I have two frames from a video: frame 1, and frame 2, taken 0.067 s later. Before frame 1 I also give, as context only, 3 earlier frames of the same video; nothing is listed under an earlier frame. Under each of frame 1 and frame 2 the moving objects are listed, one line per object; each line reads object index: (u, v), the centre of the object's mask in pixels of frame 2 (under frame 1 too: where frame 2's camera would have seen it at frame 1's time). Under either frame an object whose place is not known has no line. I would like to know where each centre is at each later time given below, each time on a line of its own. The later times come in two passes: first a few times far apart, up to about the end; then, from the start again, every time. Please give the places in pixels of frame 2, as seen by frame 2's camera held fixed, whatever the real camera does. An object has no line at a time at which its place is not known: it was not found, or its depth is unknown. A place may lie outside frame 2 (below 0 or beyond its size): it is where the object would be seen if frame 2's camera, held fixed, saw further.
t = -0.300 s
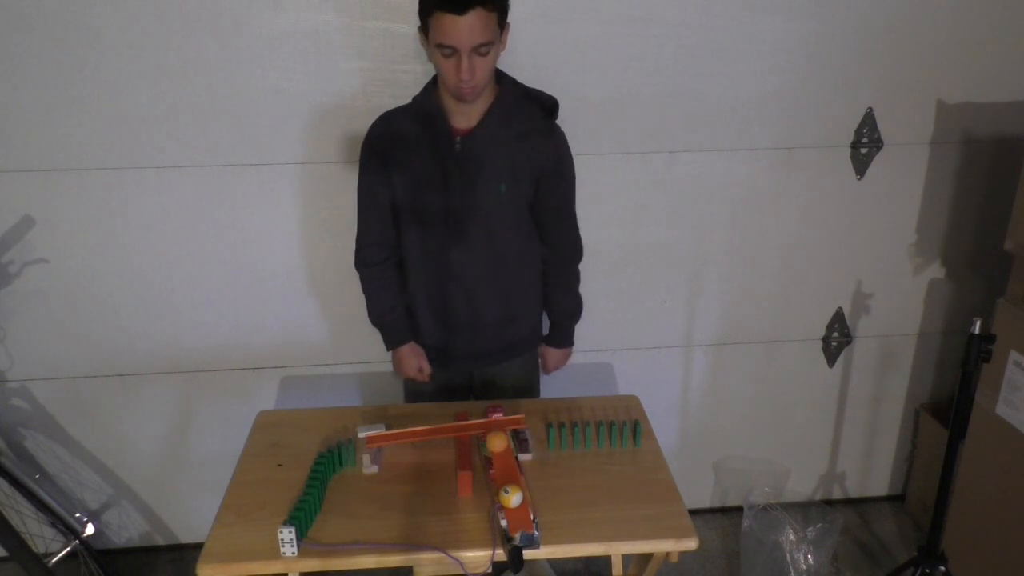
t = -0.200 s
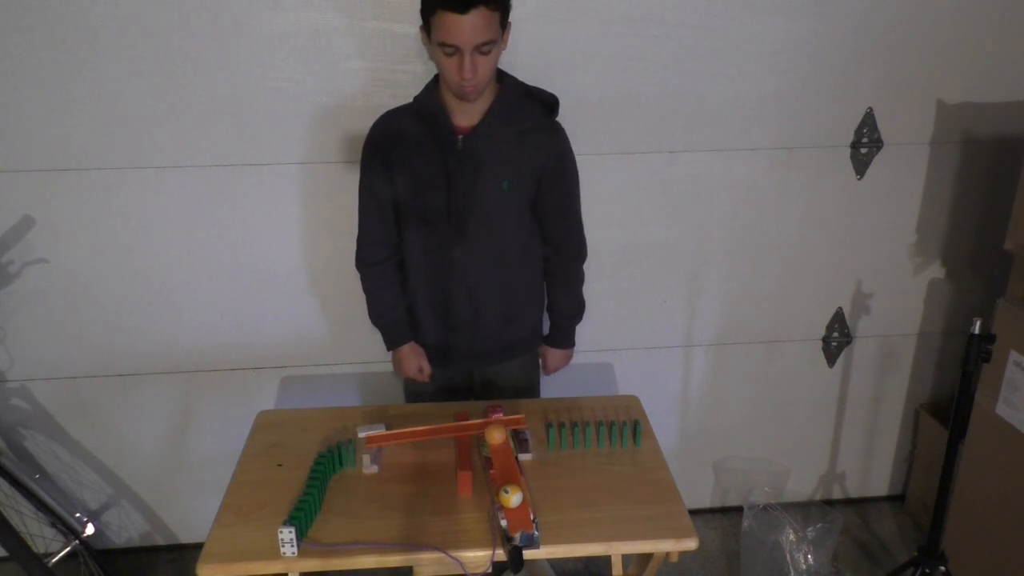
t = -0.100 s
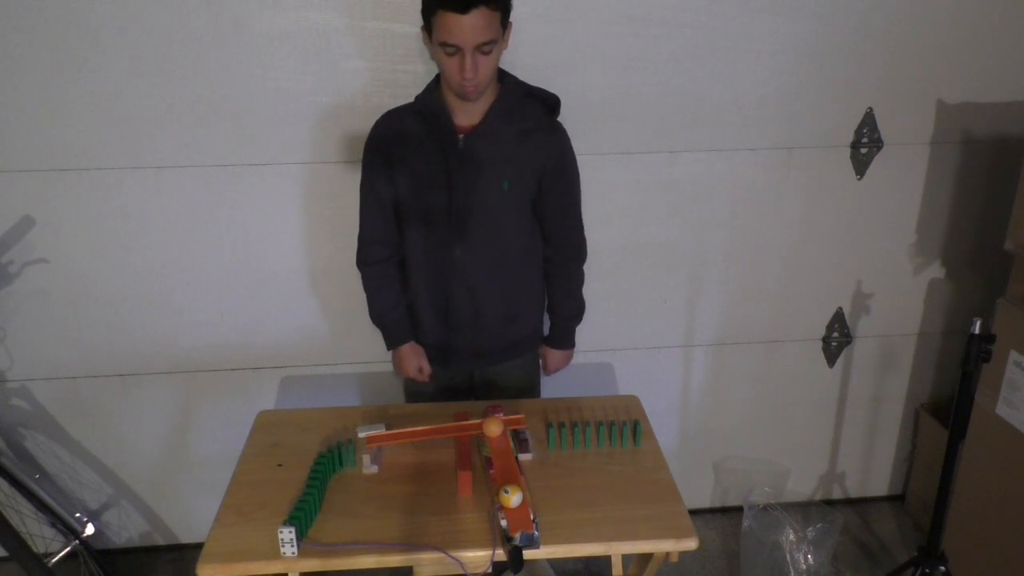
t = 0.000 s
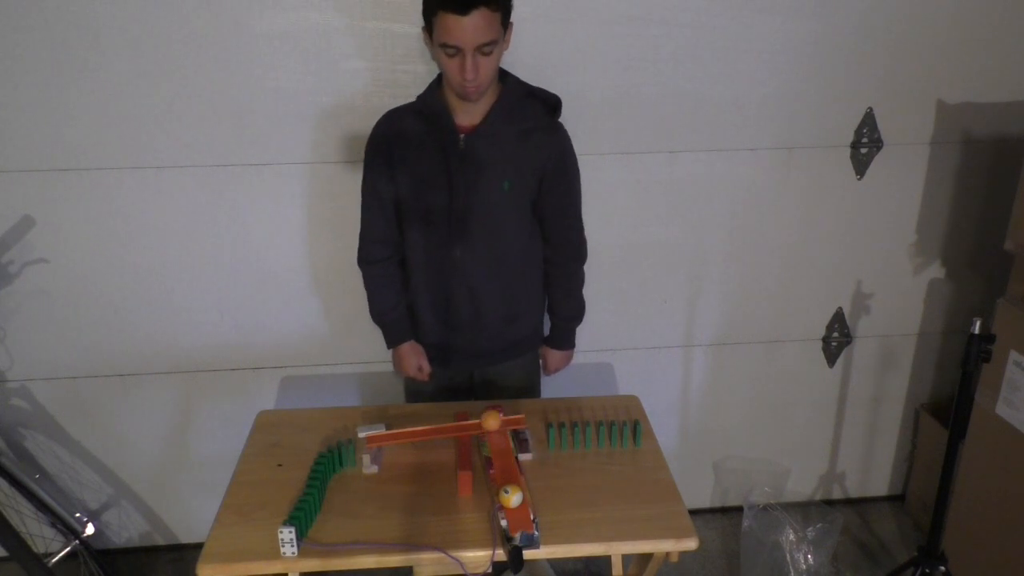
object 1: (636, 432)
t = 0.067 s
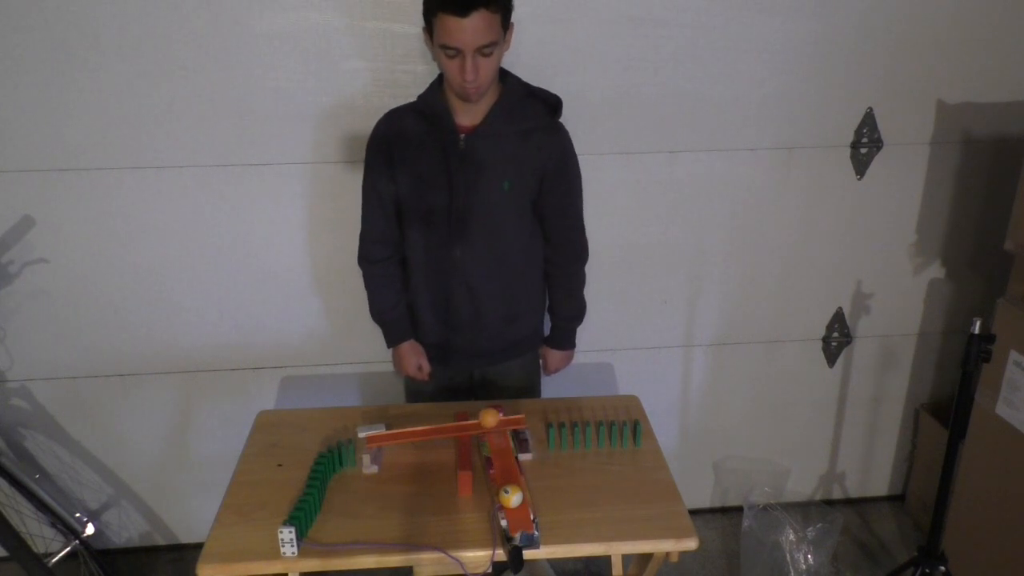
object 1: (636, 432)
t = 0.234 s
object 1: (636, 432)
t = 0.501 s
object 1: (636, 432)
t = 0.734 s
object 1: (636, 432)
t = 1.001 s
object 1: (636, 432)
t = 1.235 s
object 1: (636, 432)
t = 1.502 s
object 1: (636, 432)
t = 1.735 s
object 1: (636, 432)
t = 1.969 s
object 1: (636, 432)
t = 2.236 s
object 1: (636, 432)
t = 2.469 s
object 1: (636, 432)
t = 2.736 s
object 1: (636, 432)
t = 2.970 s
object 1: (636, 432)
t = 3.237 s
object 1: (636, 432)
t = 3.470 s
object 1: (636, 432)
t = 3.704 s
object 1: (636, 432)
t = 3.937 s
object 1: (648, 439)
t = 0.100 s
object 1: (636, 432)
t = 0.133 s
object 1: (636, 432)
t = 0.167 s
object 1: (636, 432)
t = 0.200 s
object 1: (636, 432)
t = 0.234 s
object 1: (636, 432)
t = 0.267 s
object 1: (636, 432)
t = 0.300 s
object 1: (636, 432)
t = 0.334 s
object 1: (636, 432)
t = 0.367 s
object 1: (636, 432)
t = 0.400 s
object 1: (636, 432)
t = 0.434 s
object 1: (636, 432)
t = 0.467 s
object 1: (636, 432)
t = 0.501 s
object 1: (636, 432)
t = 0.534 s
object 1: (636, 432)
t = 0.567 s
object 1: (636, 432)
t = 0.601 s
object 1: (636, 432)
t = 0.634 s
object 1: (636, 432)
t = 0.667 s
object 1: (636, 432)
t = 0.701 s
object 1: (636, 432)
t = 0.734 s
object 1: (636, 432)
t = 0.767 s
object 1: (636, 432)
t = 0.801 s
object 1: (636, 432)
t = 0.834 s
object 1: (636, 432)
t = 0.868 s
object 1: (636, 432)
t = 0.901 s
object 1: (636, 432)
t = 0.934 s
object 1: (636, 432)
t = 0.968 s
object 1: (636, 432)
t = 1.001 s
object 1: (636, 432)
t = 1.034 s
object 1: (636, 432)
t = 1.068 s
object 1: (636, 432)
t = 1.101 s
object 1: (636, 432)
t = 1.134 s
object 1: (636, 432)
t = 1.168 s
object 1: (636, 432)
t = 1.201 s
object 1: (636, 432)
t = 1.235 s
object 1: (636, 432)
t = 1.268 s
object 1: (636, 432)
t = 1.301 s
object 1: (636, 432)
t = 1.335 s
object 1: (636, 432)
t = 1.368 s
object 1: (636, 432)
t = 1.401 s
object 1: (636, 432)
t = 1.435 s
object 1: (636, 432)
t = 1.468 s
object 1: (636, 432)
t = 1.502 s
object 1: (636, 432)
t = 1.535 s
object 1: (636, 432)
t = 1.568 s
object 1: (636, 432)
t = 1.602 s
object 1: (636, 432)
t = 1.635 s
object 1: (636, 432)
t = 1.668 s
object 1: (636, 432)
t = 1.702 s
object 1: (636, 432)
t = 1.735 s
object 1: (636, 432)
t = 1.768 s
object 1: (636, 432)
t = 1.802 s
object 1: (636, 432)
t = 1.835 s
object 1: (636, 432)
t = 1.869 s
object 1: (636, 432)
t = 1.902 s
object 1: (636, 432)
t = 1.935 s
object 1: (636, 432)
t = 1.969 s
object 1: (636, 432)
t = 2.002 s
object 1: (636, 432)
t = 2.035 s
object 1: (636, 432)
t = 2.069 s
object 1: (636, 432)
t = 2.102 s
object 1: (636, 432)
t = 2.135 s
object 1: (636, 432)
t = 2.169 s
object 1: (636, 432)
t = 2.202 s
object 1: (636, 432)
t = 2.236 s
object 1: (636, 432)
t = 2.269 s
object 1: (636, 432)
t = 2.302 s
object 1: (636, 432)
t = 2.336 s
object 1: (636, 432)
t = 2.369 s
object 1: (636, 432)
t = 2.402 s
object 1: (636, 432)
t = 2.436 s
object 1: (636, 432)
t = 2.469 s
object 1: (636, 432)
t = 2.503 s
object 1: (636, 432)
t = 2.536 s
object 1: (636, 432)
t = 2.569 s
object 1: (636, 432)
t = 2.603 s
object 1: (636, 432)
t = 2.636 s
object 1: (636, 432)
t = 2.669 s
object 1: (636, 432)
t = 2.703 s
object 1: (636, 432)
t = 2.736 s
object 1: (636, 432)
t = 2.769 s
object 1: (636, 432)
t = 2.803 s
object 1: (636, 432)
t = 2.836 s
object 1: (636, 432)
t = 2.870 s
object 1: (636, 432)
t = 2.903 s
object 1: (636, 432)
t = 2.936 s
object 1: (636, 432)
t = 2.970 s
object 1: (636, 432)
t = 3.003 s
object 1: (636, 432)
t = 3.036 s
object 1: (636, 432)
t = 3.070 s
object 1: (636, 432)
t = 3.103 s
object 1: (636, 432)
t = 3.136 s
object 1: (636, 432)
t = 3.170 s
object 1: (636, 432)
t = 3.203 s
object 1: (636, 432)
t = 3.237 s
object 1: (636, 432)
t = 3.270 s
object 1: (636, 432)
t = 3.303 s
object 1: (636, 432)
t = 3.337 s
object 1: (636, 432)
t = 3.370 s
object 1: (636, 432)
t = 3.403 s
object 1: (636, 432)
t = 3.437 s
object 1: (636, 432)
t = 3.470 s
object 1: (636, 432)
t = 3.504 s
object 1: (636, 432)
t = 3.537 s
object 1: (636, 432)
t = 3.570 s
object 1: (636, 432)
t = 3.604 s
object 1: (636, 432)
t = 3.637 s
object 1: (636, 432)
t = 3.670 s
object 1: (636, 432)
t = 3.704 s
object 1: (636, 432)
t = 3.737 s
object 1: (636, 432)
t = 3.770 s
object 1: (636, 432)
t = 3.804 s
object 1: (636, 432)
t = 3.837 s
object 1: (636, 432)
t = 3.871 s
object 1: (637, 433)
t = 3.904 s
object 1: (640, 433)
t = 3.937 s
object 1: (648, 439)
